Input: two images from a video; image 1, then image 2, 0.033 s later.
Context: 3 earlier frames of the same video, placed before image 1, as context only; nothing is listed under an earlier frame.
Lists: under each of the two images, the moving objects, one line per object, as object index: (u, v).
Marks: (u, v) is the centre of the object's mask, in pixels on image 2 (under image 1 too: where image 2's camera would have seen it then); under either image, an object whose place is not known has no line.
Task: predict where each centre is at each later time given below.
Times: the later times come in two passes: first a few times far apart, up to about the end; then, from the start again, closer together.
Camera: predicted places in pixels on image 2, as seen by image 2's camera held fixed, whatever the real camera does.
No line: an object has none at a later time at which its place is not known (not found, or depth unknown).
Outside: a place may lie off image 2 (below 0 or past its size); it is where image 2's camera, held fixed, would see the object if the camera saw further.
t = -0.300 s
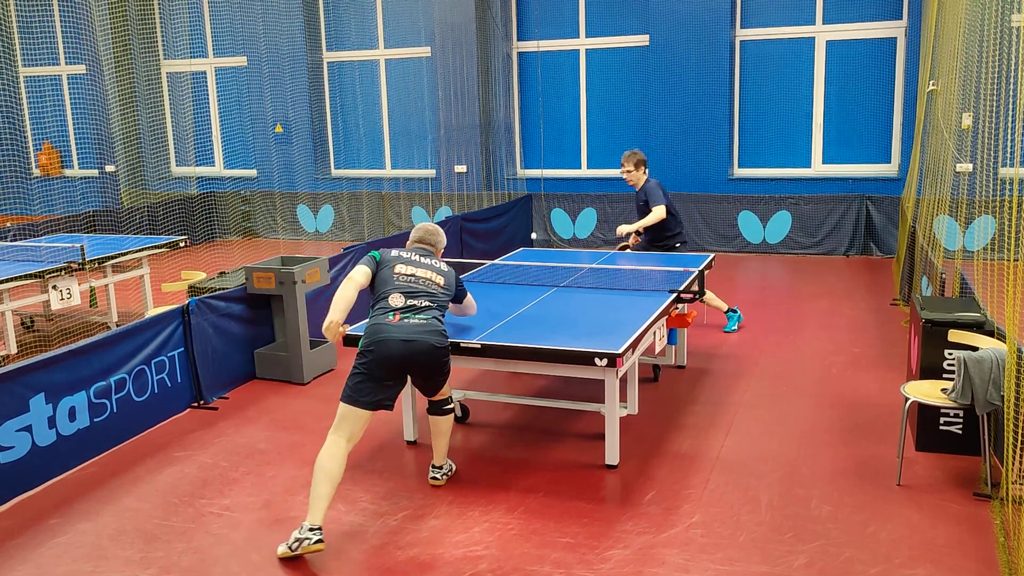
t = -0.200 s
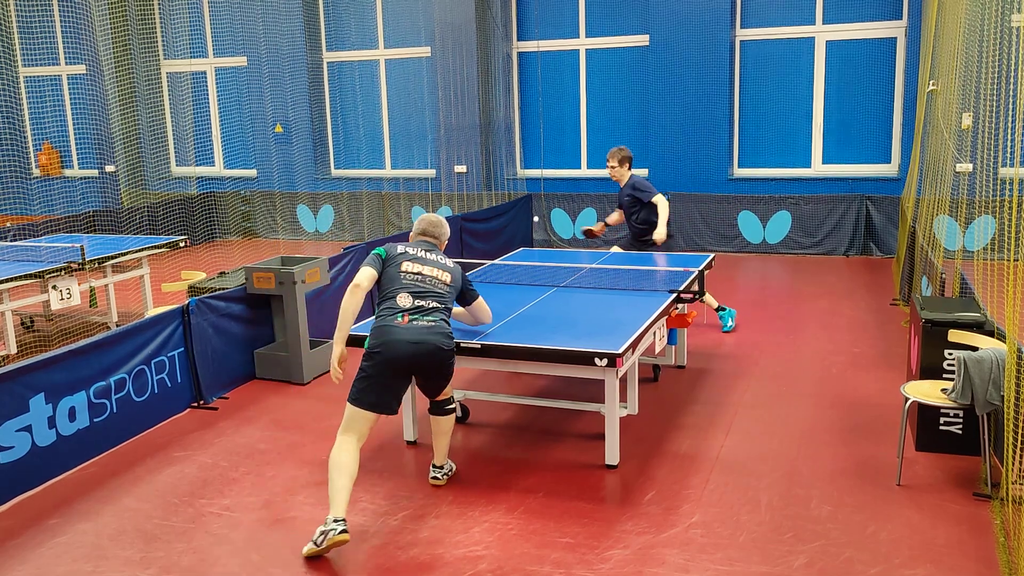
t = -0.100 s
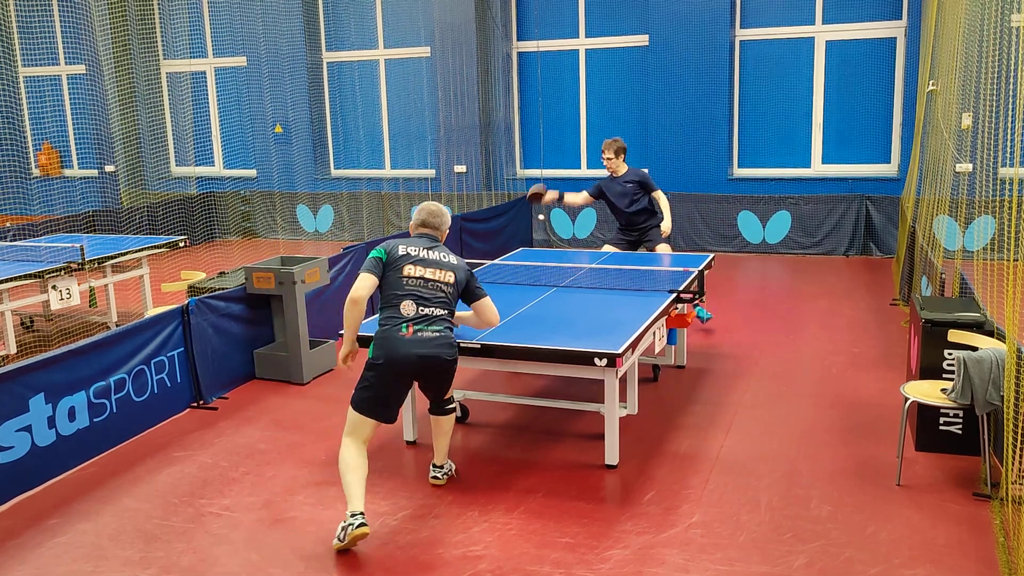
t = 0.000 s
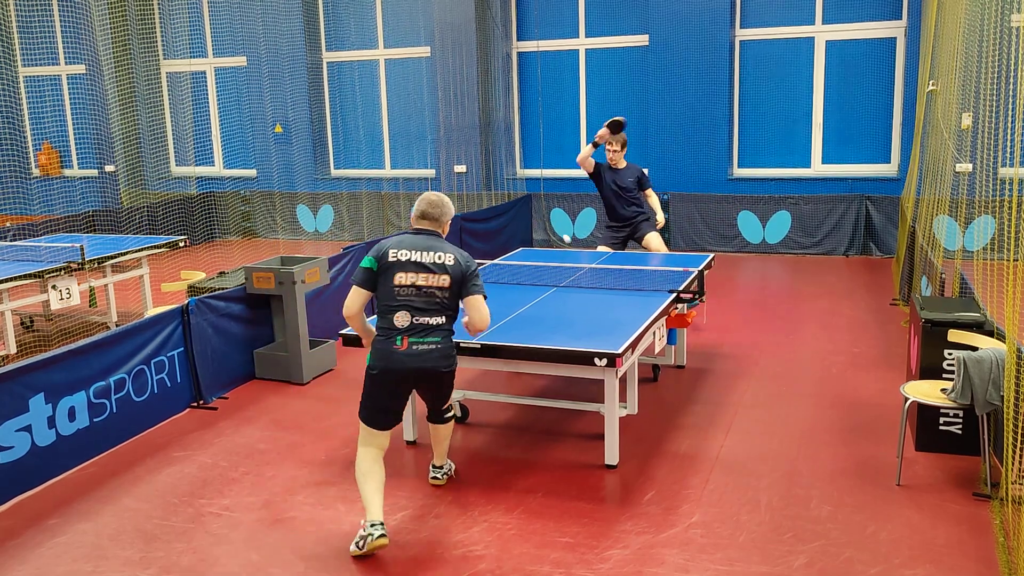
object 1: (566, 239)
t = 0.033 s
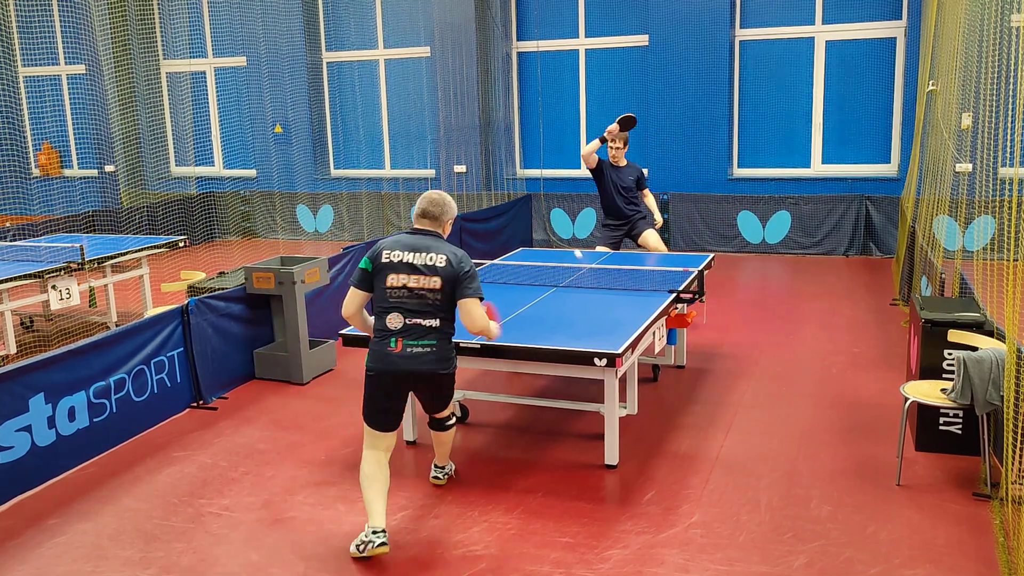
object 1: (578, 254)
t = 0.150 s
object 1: (626, 285)
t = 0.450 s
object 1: (746, 296)
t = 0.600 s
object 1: (802, 353)
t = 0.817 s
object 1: (889, 380)
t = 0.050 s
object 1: (584, 262)
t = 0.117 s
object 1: (612, 278)
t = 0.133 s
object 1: (618, 281)
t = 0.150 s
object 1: (626, 285)
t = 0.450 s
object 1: (746, 296)
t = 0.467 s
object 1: (750, 298)
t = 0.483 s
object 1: (758, 305)
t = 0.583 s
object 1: (796, 344)
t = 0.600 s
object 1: (802, 353)
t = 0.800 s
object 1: (881, 386)
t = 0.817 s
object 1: (889, 380)
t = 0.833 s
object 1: (897, 375)
